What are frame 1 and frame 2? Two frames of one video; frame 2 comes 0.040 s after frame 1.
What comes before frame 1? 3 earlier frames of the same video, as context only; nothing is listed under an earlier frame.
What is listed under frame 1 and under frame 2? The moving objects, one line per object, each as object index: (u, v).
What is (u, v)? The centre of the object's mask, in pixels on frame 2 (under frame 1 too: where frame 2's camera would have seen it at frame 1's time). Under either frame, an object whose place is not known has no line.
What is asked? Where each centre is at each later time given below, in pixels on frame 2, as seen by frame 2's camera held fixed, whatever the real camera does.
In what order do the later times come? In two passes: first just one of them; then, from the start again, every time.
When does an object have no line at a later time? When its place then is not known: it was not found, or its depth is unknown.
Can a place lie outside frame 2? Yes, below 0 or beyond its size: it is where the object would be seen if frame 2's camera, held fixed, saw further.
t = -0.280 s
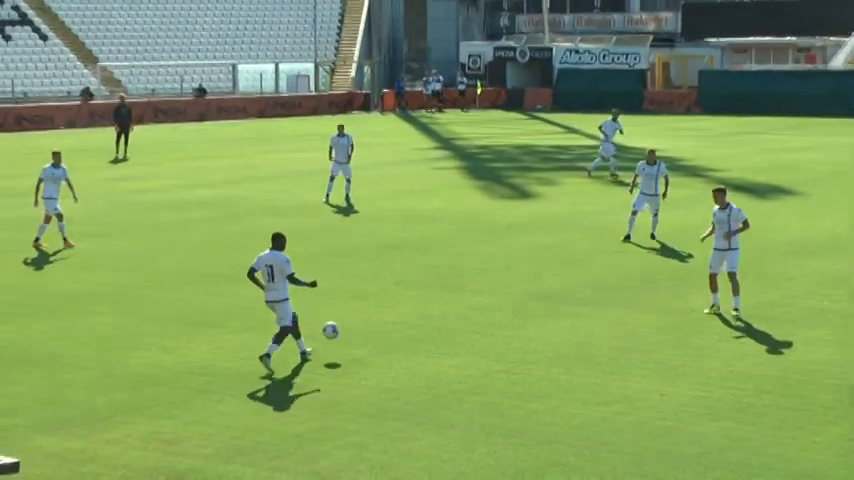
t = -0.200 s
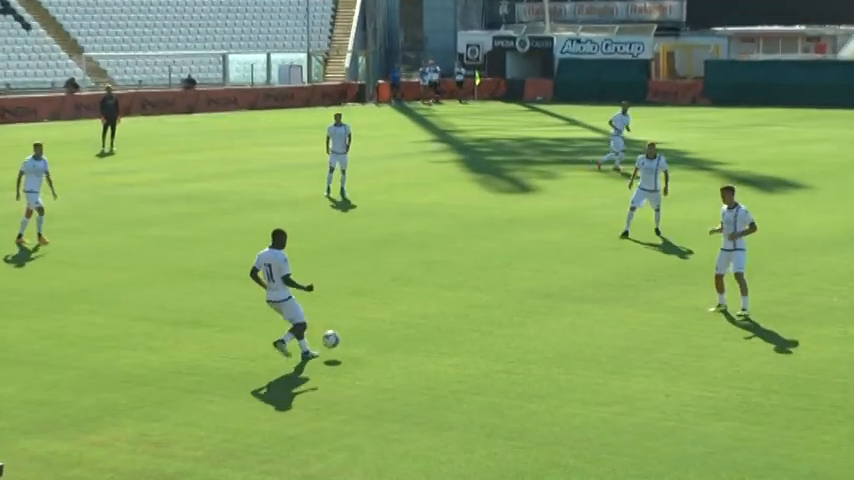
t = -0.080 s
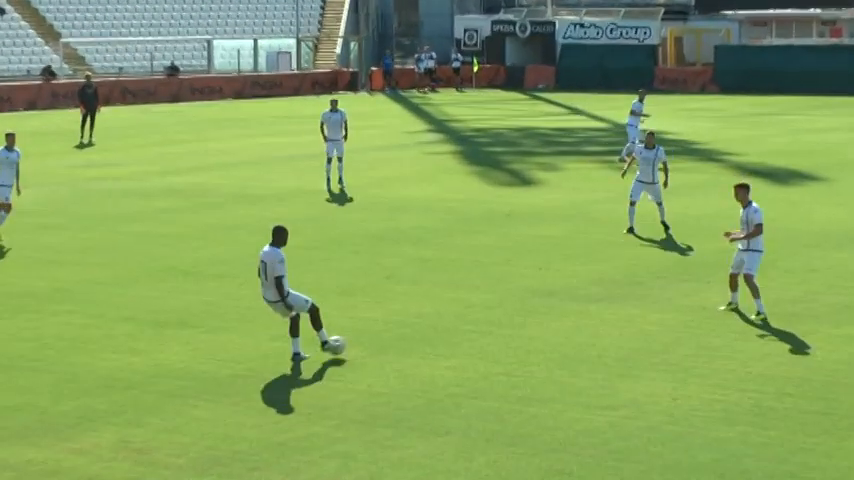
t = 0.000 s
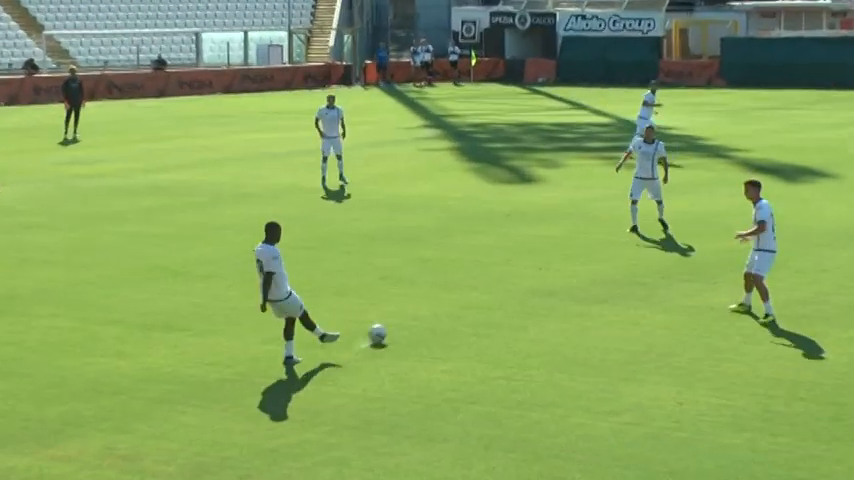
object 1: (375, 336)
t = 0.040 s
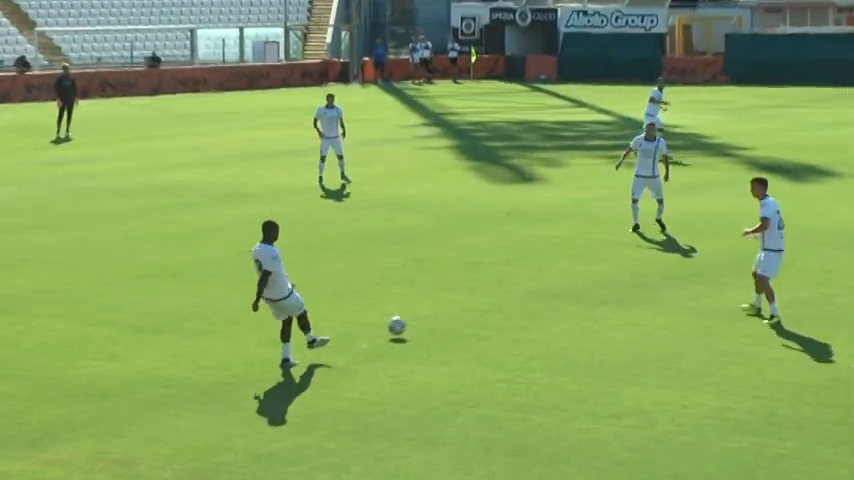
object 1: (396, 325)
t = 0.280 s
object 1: (501, 286)
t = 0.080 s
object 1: (416, 317)
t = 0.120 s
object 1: (435, 310)
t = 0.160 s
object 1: (454, 306)
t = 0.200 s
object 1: (471, 300)
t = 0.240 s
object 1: (486, 292)
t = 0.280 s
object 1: (501, 286)
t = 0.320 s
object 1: (514, 281)
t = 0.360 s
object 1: (528, 279)
